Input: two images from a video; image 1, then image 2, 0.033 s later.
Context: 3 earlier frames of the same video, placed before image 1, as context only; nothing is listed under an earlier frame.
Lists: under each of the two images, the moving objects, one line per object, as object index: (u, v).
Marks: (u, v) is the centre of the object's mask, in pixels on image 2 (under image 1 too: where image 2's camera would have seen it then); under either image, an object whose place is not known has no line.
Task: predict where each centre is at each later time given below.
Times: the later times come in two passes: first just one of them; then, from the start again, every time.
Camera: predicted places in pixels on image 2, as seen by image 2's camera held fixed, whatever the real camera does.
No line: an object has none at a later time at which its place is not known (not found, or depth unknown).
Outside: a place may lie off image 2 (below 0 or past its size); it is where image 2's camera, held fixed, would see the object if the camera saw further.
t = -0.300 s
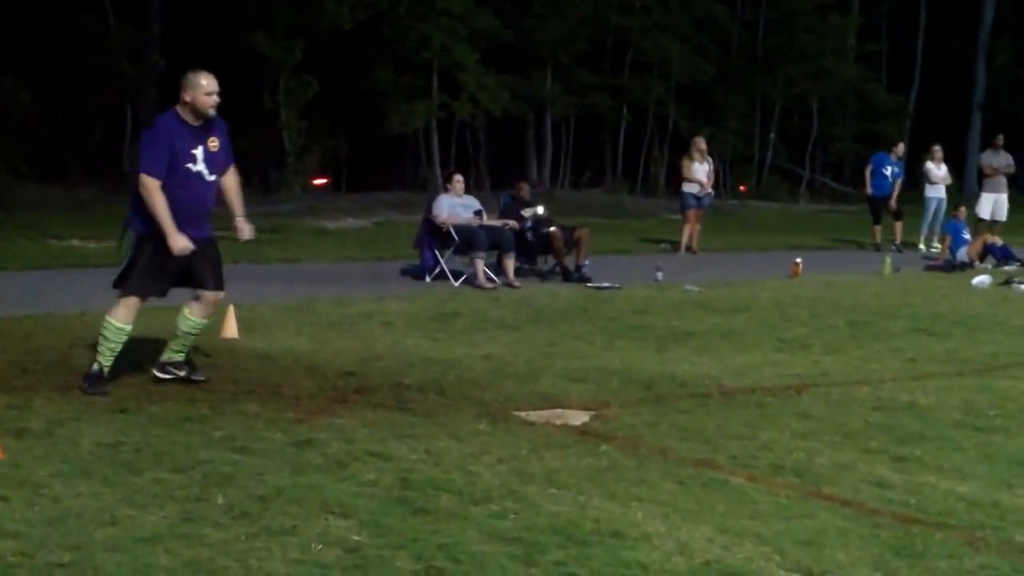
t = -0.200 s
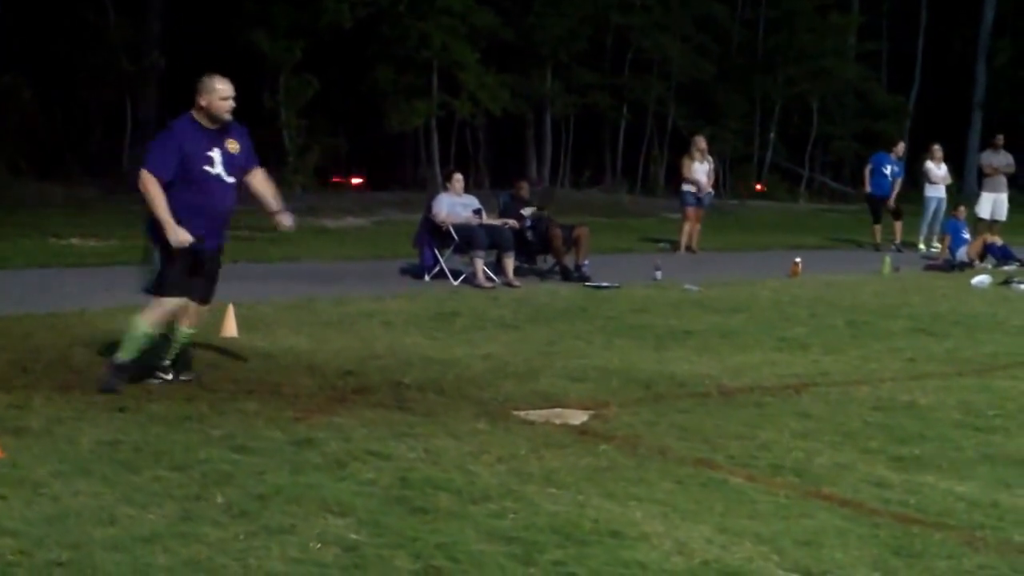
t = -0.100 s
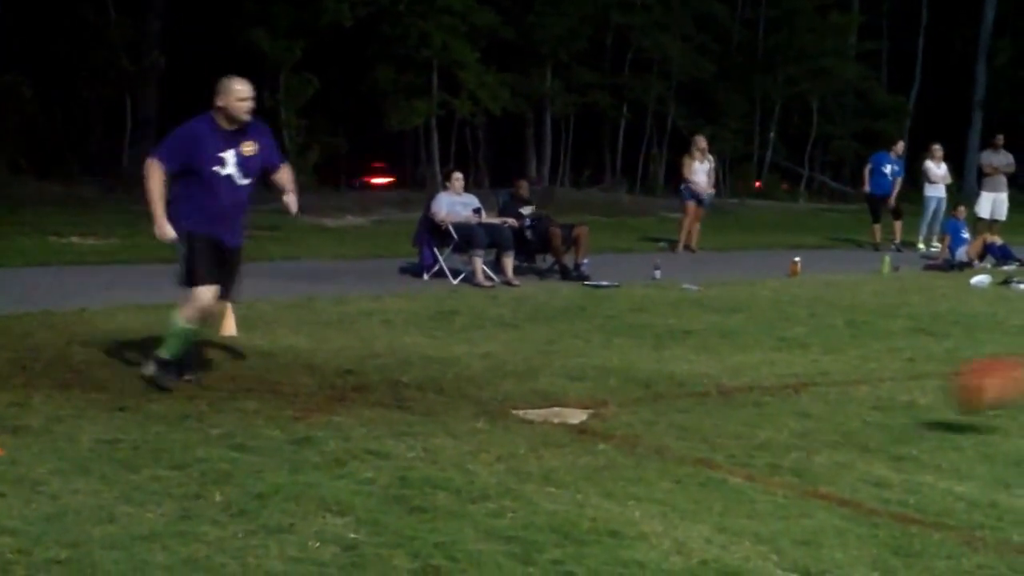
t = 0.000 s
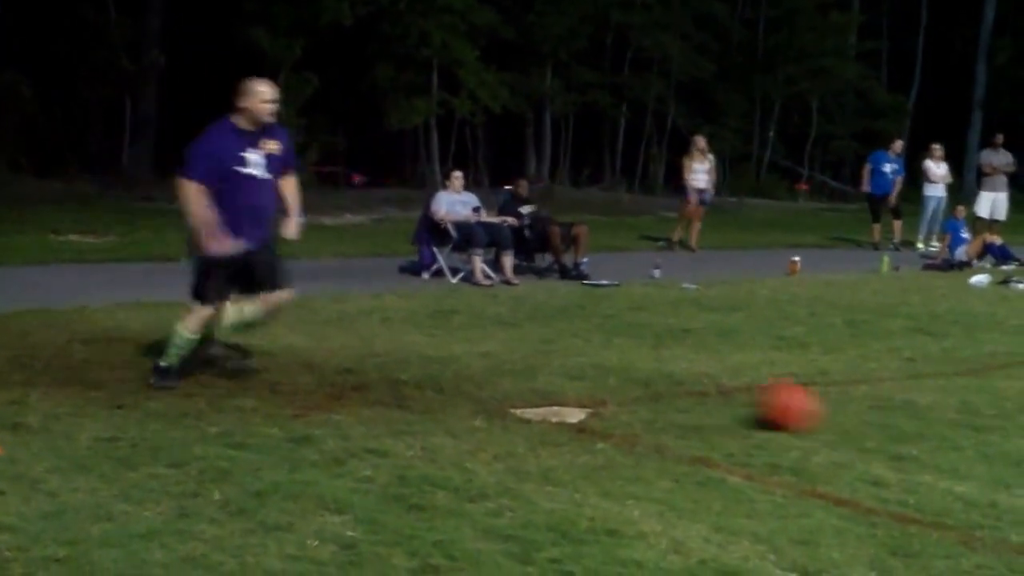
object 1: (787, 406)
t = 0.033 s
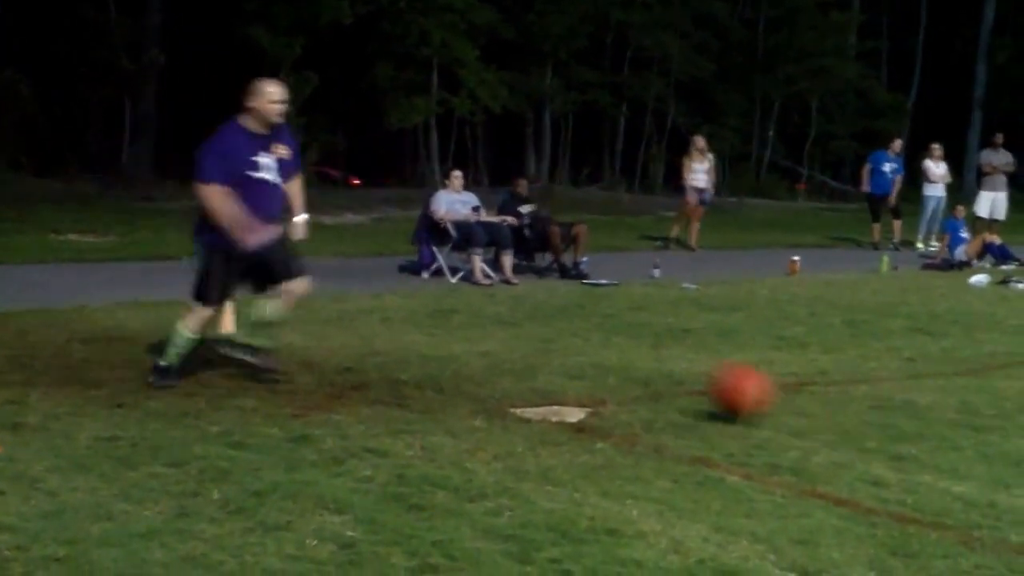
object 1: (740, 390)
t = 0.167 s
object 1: (567, 344)
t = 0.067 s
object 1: (698, 375)
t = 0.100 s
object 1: (652, 363)
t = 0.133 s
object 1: (612, 352)
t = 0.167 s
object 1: (567, 344)
